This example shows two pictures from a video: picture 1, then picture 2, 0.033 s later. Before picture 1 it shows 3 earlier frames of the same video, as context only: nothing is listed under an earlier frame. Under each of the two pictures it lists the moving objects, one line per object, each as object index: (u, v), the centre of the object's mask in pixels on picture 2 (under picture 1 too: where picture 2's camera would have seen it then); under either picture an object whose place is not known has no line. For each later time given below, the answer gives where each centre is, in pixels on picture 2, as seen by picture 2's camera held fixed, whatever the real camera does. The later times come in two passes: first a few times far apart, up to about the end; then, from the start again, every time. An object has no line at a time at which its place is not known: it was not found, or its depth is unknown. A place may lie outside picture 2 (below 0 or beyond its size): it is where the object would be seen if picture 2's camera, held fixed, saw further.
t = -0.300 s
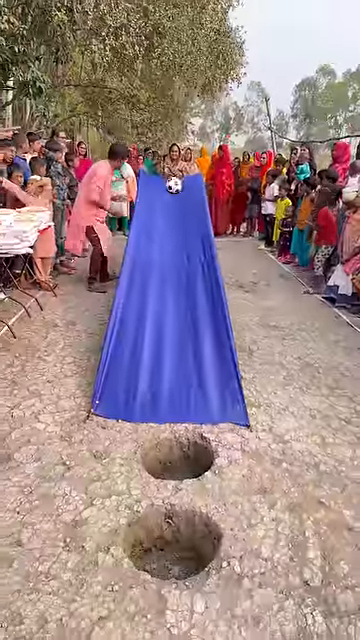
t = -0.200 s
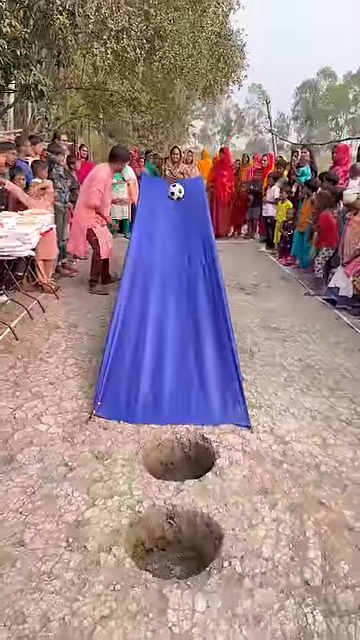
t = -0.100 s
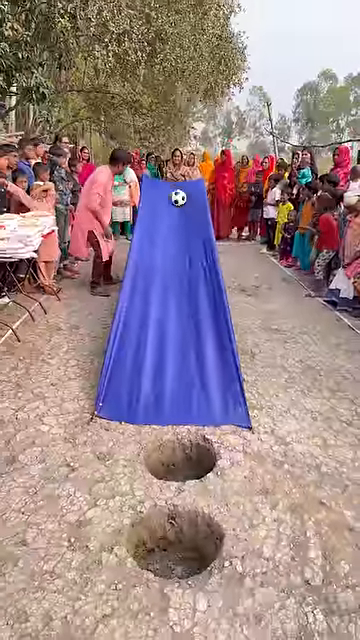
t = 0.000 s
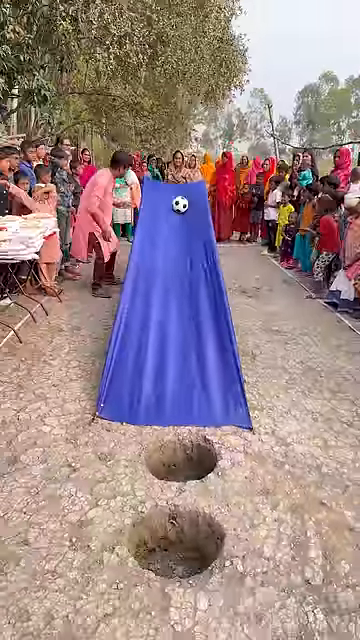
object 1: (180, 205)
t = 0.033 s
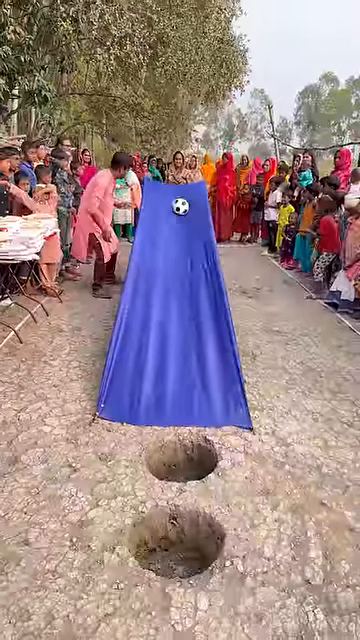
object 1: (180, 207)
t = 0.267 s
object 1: (181, 219)
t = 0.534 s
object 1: (181, 237)
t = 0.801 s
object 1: (179, 262)
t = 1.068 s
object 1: (177, 294)
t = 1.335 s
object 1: (178, 336)
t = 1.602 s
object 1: (182, 385)
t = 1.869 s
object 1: (187, 455)
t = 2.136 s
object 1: (165, 420)
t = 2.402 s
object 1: (142, 534)
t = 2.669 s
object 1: (234, 518)
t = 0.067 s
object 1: (180, 208)
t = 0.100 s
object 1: (180, 211)
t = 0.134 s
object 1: (181, 212)
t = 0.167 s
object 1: (181, 214)
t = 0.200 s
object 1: (181, 216)
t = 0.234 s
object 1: (181, 217)
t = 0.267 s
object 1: (181, 219)
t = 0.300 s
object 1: (181, 222)
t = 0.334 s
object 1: (181, 223)
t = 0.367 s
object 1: (181, 226)
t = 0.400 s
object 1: (181, 228)
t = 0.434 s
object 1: (181, 231)
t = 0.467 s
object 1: (181, 233)
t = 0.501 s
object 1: (181, 235)
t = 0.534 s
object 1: (181, 237)
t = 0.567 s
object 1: (181, 240)
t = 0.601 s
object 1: (180, 243)
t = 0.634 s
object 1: (180, 246)
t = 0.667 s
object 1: (180, 249)
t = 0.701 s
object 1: (180, 252)
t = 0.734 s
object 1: (180, 255)
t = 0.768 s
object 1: (179, 259)
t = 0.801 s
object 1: (179, 262)
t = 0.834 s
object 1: (178, 265)
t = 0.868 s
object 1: (178, 269)
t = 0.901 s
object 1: (178, 273)
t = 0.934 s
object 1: (178, 277)
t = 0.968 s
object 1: (177, 280)
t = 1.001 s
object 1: (177, 284)
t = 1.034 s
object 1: (177, 290)
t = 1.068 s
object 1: (177, 294)
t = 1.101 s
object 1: (177, 298)
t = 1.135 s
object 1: (177, 303)
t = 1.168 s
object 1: (177, 308)
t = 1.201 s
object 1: (177, 314)
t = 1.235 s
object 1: (176, 319)
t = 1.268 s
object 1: (177, 324)
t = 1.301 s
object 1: (177, 330)
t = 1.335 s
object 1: (178, 336)
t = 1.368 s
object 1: (178, 342)
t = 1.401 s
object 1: (179, 349)
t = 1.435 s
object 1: (179, 355)
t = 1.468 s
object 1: (180, 360)
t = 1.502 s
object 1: (181, 364)
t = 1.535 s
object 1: (181, 371)
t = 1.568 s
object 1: (181, 379)
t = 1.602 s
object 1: (182, 385)
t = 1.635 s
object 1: (183, 391)
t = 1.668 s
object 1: (184, 399)
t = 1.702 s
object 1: (184, 409)
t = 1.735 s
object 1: (185, 418)
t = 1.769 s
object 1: (187, 429)
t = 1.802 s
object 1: (187, 441)
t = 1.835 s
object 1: (188, 458)
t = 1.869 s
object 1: (187, 455)
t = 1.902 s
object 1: (184, 444)
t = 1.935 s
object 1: (182, 434)
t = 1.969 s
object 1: (179, 426)
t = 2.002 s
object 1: (177, 421)
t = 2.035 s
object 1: (174, 418)
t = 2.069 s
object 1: (172, 416)
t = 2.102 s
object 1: (168, 417)
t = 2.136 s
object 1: (165, 420)
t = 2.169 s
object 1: (163, 426)
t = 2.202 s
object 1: (160, 434)
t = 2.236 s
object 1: (156, 446)
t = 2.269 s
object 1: (154, 458)
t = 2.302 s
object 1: (151, 474)
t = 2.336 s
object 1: (148, 494)
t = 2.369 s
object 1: (145, 515)
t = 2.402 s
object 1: (142, 534)
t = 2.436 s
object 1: (154, 528)
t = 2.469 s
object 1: (167, 522)
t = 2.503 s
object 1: (180, 519)
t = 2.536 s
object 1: (193, 518)
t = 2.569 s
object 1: (206, 520)
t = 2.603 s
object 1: (218, 522)
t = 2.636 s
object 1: (228, 522)
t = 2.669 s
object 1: (234, 518)
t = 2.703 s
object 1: (242, 516)
